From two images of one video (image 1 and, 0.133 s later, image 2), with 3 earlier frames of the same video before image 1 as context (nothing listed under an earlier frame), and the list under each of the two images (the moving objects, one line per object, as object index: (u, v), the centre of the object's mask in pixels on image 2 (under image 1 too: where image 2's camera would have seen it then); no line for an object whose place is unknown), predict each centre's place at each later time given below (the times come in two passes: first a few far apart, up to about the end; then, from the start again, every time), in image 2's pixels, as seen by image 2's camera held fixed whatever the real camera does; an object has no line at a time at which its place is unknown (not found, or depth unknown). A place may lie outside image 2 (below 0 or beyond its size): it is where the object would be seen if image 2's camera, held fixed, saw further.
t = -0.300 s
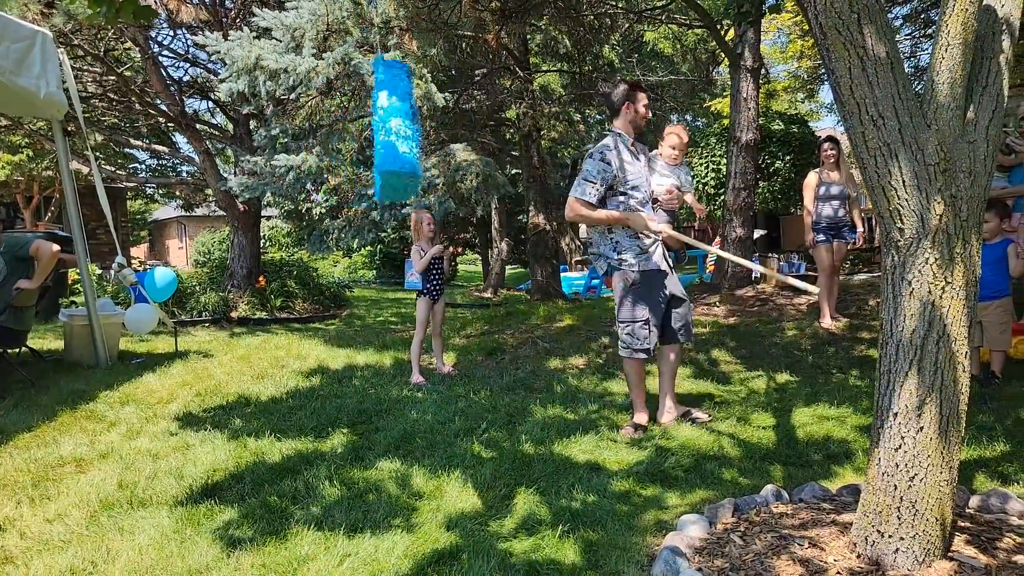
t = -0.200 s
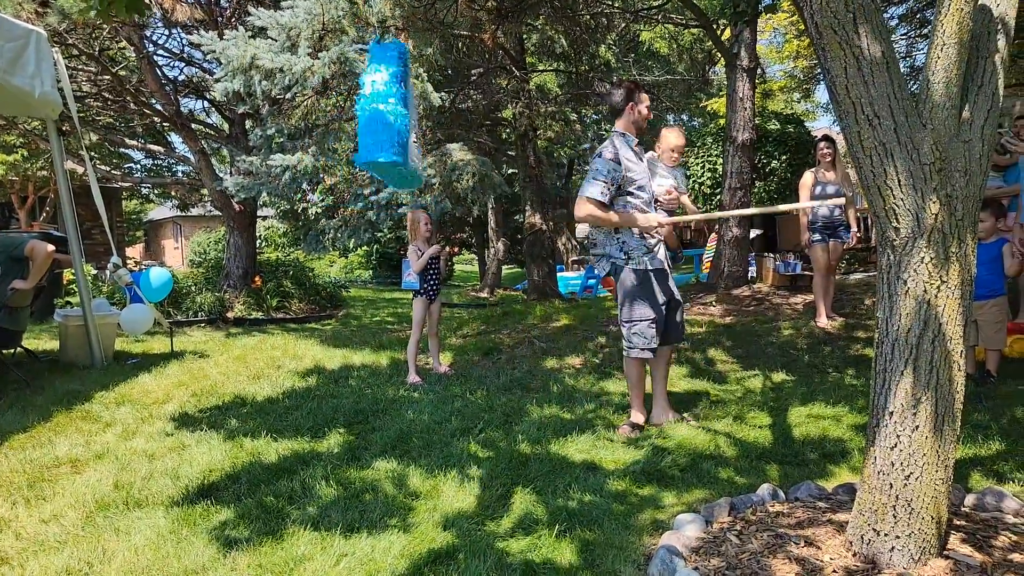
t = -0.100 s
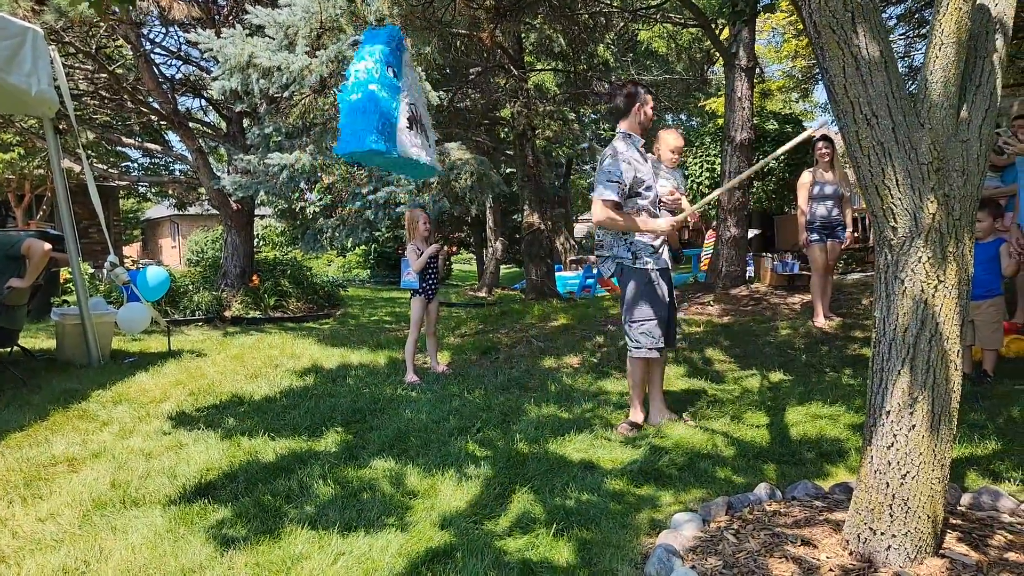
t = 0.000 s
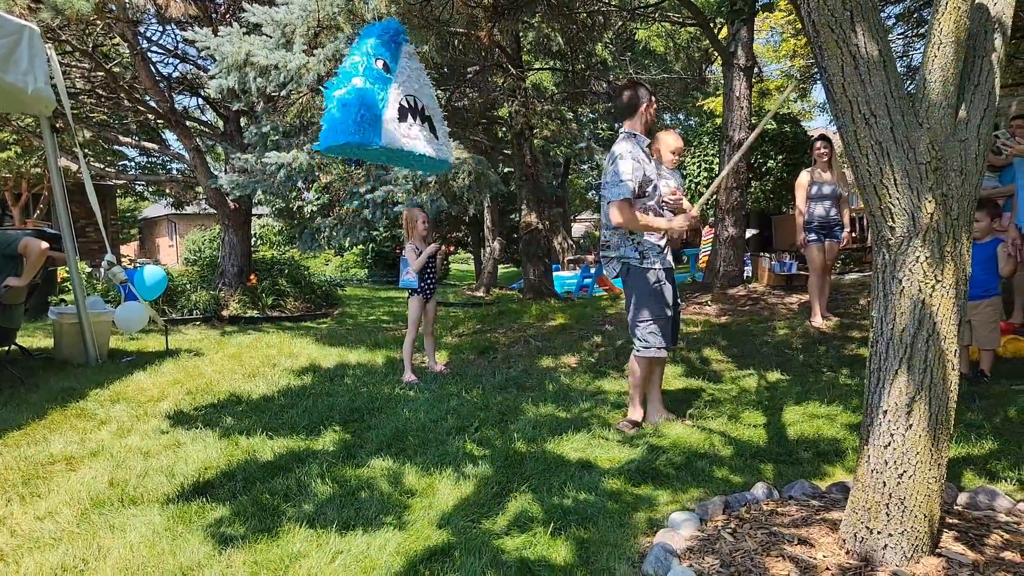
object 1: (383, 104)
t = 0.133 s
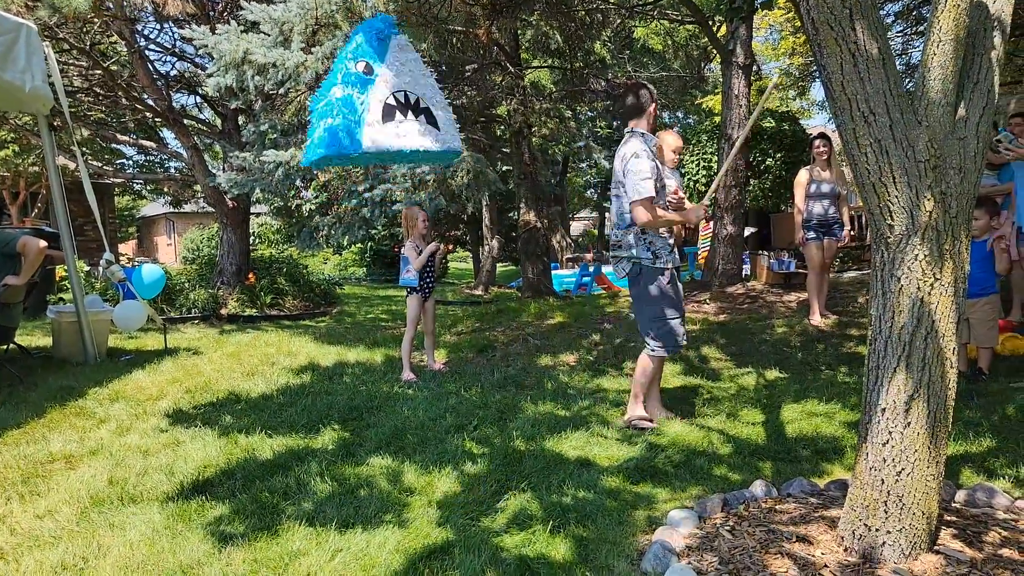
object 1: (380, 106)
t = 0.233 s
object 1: (375, 113)
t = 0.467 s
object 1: (365, 138)
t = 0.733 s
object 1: (347, 155)
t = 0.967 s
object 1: (337, 150)
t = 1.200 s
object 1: (336, 150)
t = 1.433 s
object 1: (344, 151)
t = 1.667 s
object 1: (356, 157)
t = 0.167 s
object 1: (378, 107)
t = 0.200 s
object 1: (377, 110)
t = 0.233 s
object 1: (375, 113)
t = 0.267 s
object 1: (373, 116)
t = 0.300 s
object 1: (372, 120)
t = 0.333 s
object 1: (372, 123)
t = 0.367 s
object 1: (371, 127)
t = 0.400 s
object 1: (369, 132)
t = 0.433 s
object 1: (367, 135)
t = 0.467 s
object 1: (365, 138)
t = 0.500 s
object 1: (362, 142)
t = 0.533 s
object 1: (360, 145)
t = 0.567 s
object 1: (357, 148)
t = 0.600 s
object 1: (355, 150)
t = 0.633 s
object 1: (353, 152)
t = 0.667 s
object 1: (351, 153)
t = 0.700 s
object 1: (349, 154)
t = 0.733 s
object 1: (347, 155)
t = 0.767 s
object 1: (345, 155)
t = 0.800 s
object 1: (343, 155)
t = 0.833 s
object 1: (341, 152)
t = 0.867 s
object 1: (339, 153)
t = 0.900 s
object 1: (337, 152)
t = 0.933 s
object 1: (337, 149)
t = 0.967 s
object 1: (337, 150)
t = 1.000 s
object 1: (337, 151)
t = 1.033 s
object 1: (337, 151)
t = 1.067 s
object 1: (337, 151)
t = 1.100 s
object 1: (337, 151)
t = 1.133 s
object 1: (336, 152)
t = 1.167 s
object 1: (336, 151)
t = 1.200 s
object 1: (336, 150)
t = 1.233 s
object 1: (337, 150)
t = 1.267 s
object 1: (338, 149)
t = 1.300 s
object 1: (339, 149)
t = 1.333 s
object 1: (340, 149)
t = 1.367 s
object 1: (342, 149)
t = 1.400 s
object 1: (343, 150)
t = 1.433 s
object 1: (344, 151)
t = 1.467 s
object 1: (345, 152)
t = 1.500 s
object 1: (346, 152)
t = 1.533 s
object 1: (348, 153)
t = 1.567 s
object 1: (349, 154)
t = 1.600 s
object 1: (351, 155)
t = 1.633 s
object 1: (353, 156)
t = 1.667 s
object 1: (356, 157)
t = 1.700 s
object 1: (359, 158)
